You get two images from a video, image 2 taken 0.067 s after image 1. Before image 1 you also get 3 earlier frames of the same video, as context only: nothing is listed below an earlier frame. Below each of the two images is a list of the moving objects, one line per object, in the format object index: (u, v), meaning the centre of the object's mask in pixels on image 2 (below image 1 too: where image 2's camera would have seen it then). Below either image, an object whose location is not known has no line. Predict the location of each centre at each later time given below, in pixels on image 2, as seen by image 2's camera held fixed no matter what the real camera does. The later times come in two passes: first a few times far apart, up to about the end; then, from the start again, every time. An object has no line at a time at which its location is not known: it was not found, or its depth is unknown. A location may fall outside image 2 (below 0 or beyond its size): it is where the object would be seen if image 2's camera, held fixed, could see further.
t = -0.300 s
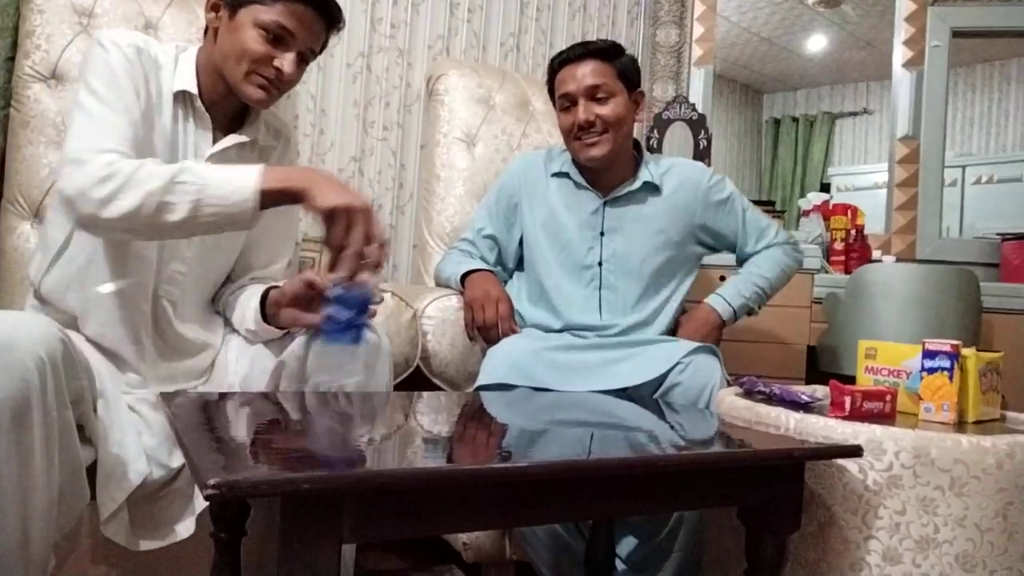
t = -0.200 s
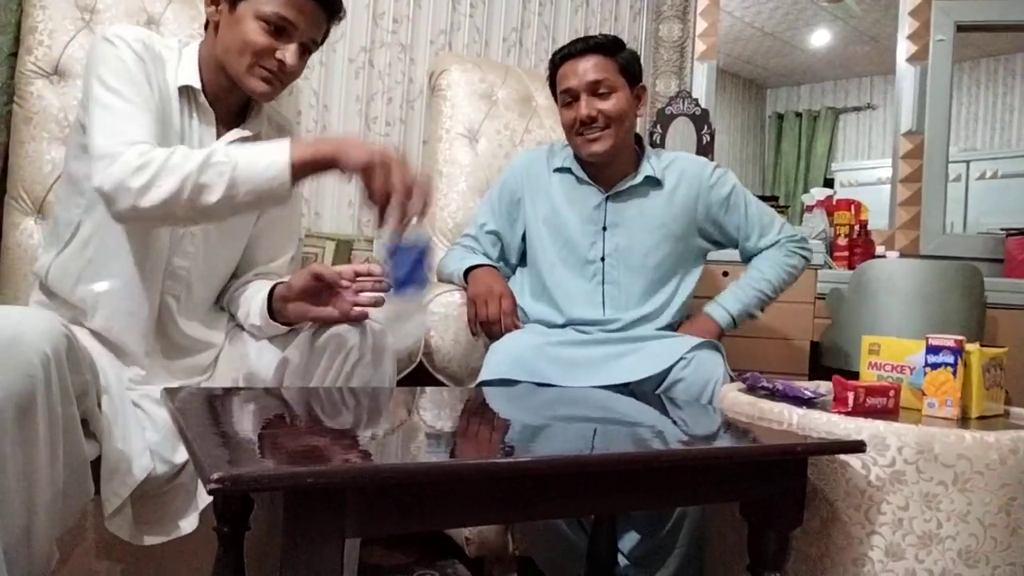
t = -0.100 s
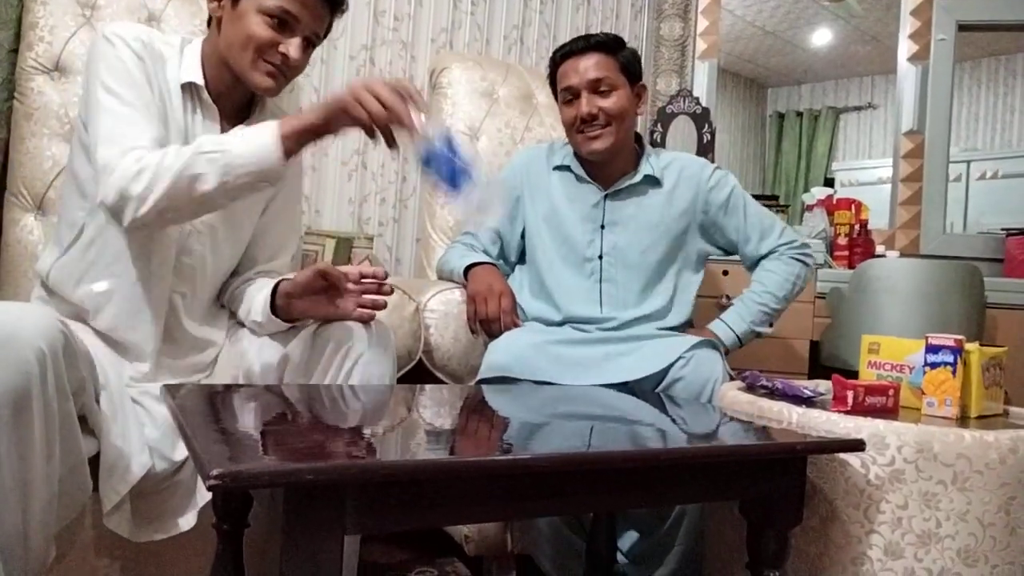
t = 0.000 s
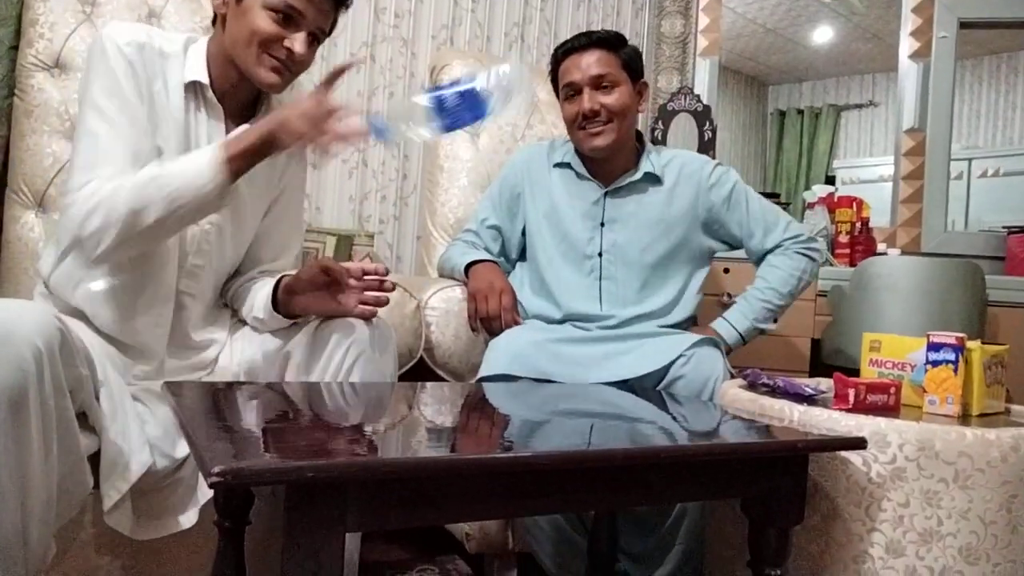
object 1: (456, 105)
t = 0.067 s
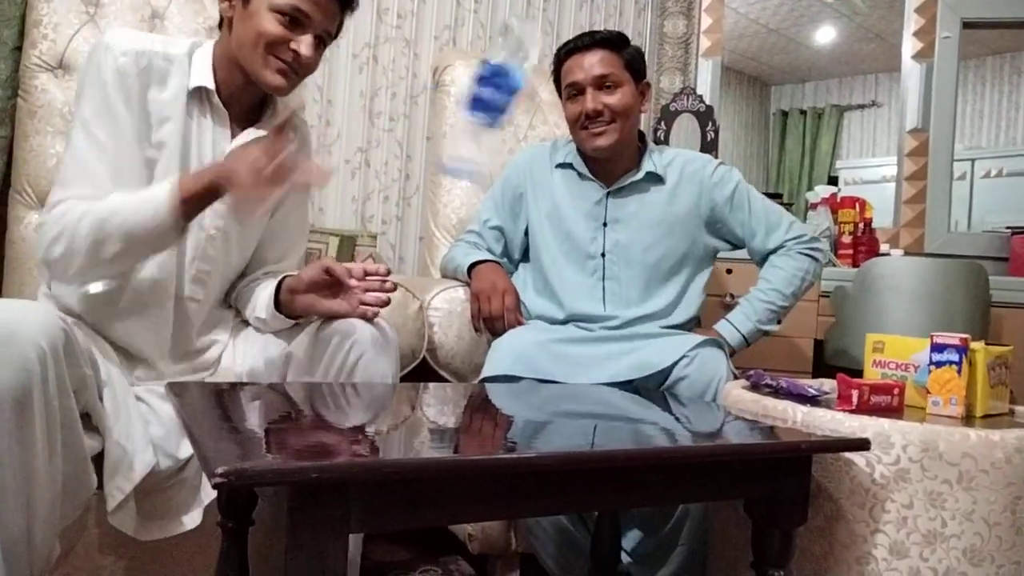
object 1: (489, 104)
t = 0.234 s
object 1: (560, 142)
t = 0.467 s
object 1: (573, 390)
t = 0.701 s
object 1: (581, 396)
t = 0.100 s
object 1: (510, 100)
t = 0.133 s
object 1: (522, 77)
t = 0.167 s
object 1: (544, 106)
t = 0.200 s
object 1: (556, 122)
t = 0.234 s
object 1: (560, 142)
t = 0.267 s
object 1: (561, 173)
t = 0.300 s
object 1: (562, 213)
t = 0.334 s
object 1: (557, 262)
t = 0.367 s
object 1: (559, 326)
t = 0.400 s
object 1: (560, 352)
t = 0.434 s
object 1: (567, 371)
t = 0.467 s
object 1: (573, 390)
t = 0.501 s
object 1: (578, 392)
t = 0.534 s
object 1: (582, 394)
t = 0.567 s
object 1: (582, 394)
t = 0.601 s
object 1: (583, 395)
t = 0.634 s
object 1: (582, 395)
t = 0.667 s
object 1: (581, 396)
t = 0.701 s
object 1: (581, 396)
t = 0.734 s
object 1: (581, 397)
